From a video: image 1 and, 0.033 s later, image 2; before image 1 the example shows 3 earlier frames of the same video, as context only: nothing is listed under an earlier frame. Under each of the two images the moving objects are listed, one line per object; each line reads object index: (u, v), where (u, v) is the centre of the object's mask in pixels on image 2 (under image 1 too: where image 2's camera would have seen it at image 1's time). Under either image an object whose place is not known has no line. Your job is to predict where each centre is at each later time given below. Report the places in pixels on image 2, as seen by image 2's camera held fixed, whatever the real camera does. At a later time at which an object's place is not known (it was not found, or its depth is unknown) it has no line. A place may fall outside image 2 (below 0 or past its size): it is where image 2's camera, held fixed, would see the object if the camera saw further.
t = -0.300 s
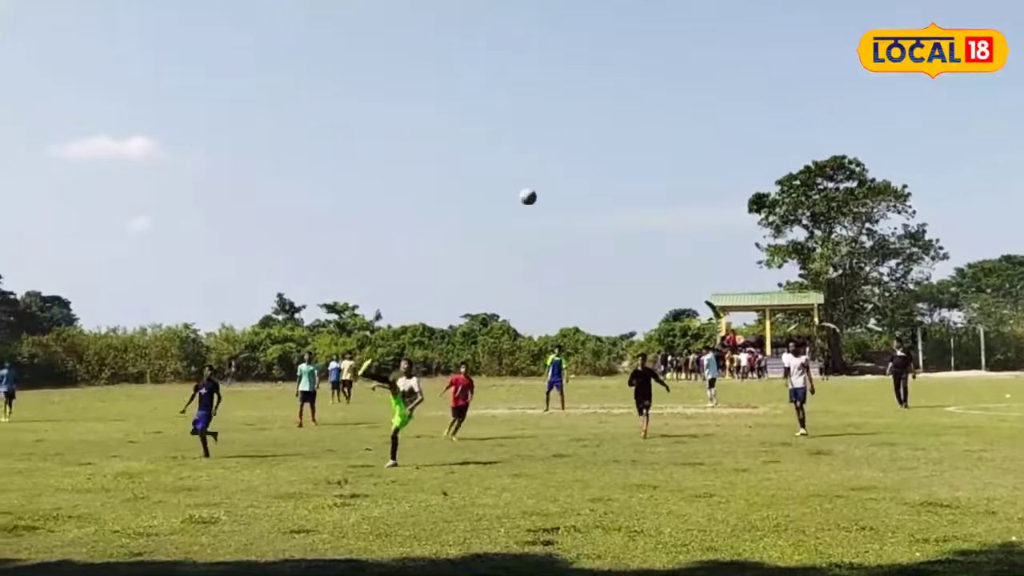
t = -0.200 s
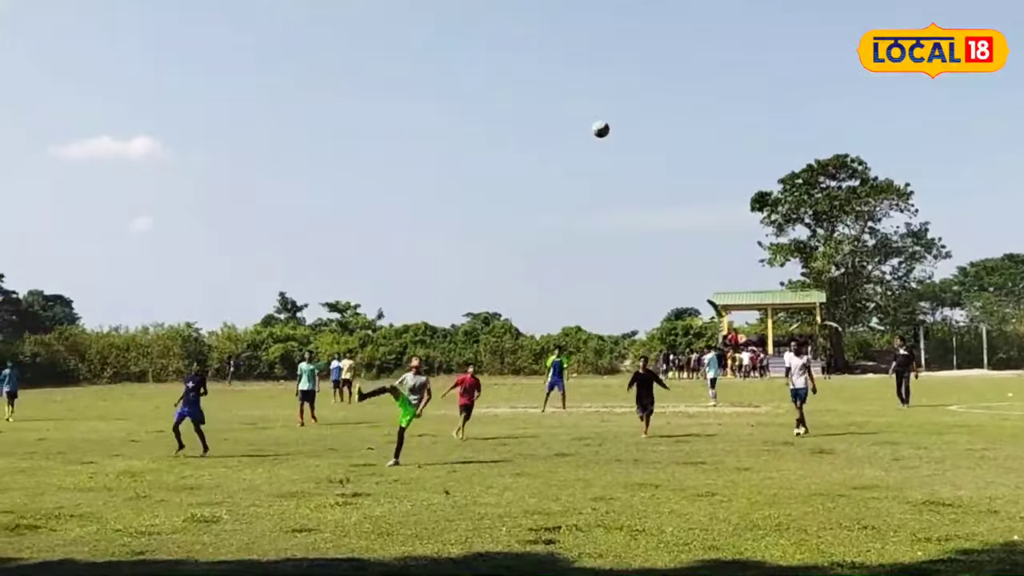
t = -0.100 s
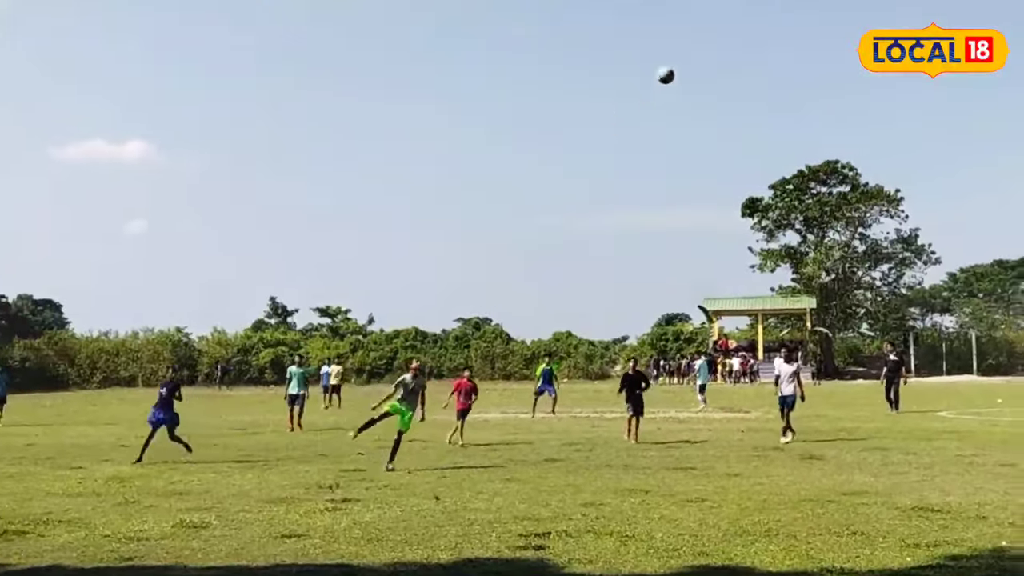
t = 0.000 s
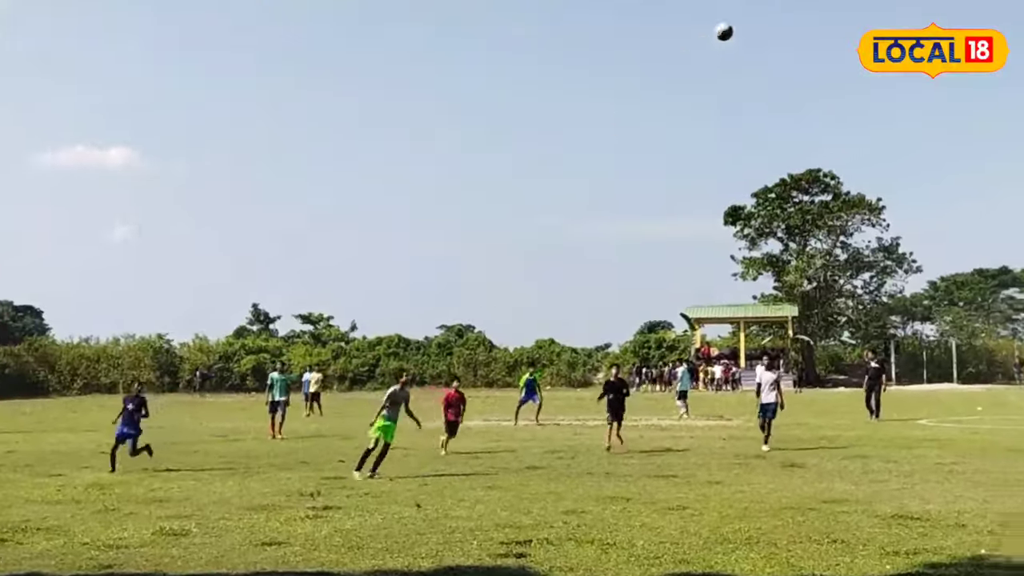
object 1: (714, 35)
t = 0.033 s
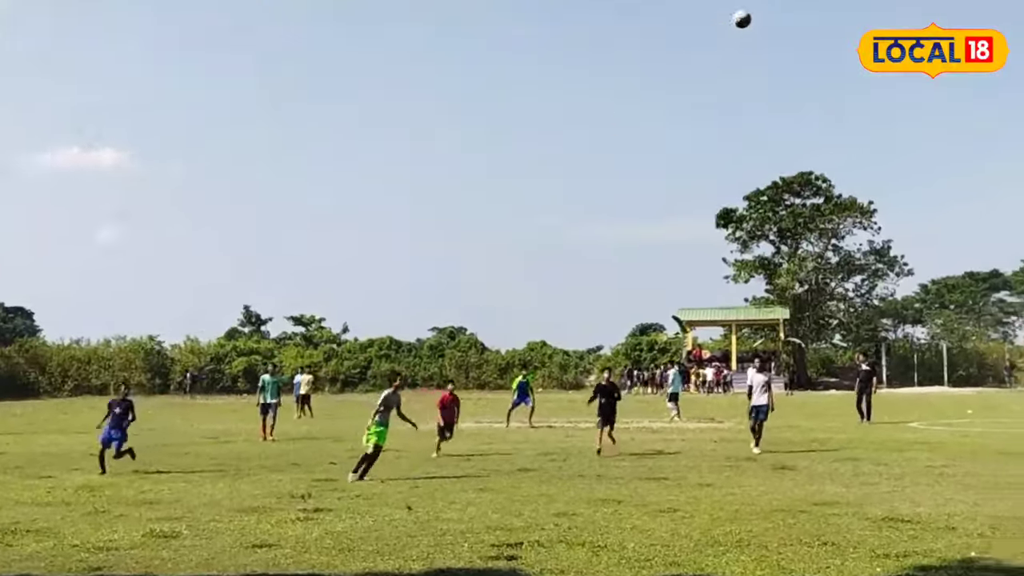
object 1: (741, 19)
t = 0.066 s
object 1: (768, 4)
